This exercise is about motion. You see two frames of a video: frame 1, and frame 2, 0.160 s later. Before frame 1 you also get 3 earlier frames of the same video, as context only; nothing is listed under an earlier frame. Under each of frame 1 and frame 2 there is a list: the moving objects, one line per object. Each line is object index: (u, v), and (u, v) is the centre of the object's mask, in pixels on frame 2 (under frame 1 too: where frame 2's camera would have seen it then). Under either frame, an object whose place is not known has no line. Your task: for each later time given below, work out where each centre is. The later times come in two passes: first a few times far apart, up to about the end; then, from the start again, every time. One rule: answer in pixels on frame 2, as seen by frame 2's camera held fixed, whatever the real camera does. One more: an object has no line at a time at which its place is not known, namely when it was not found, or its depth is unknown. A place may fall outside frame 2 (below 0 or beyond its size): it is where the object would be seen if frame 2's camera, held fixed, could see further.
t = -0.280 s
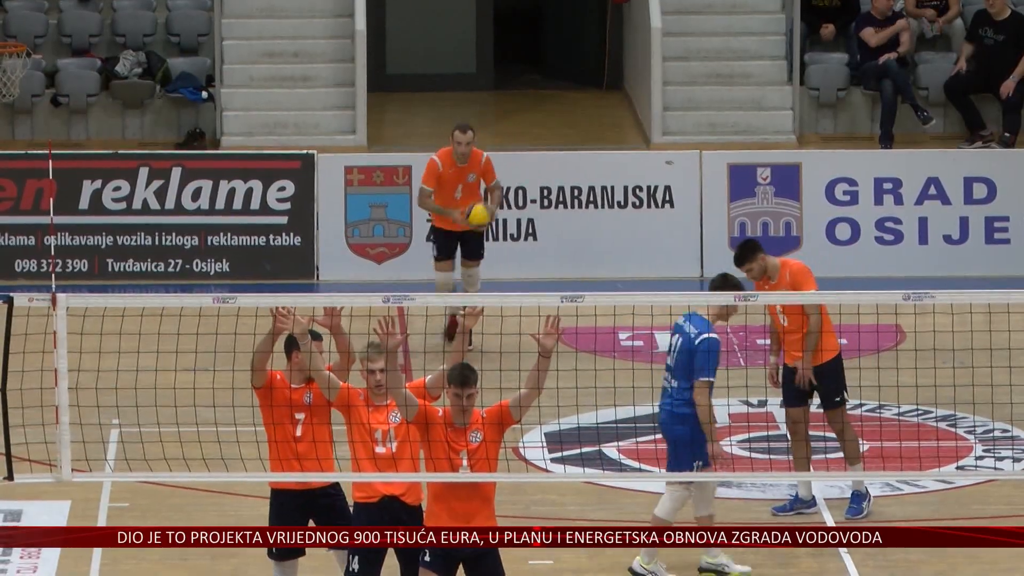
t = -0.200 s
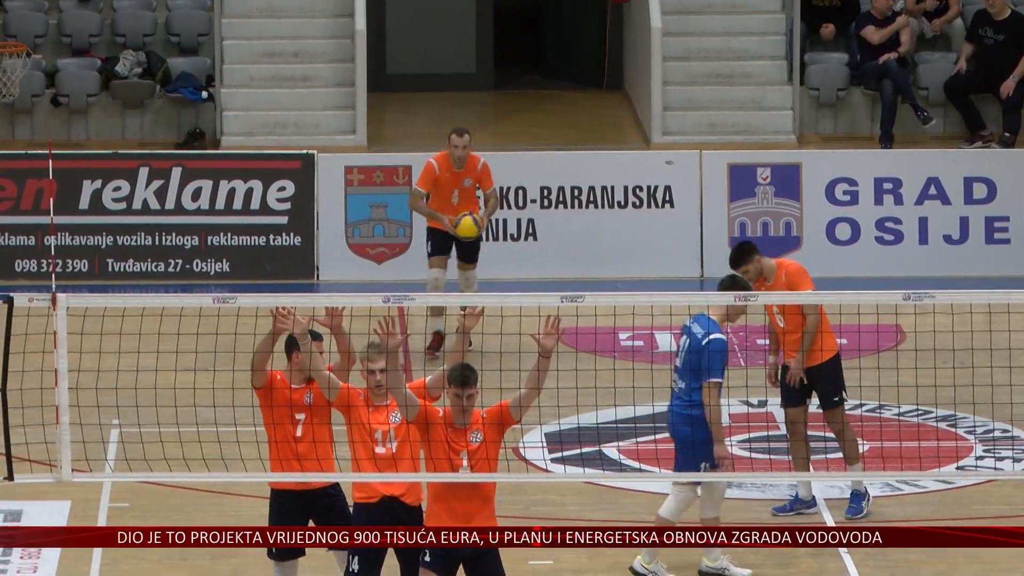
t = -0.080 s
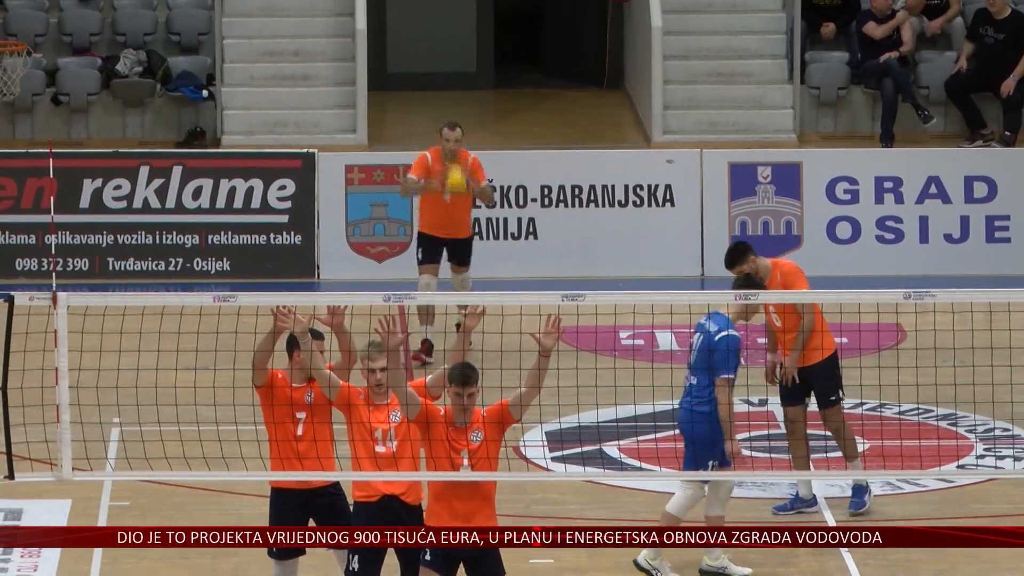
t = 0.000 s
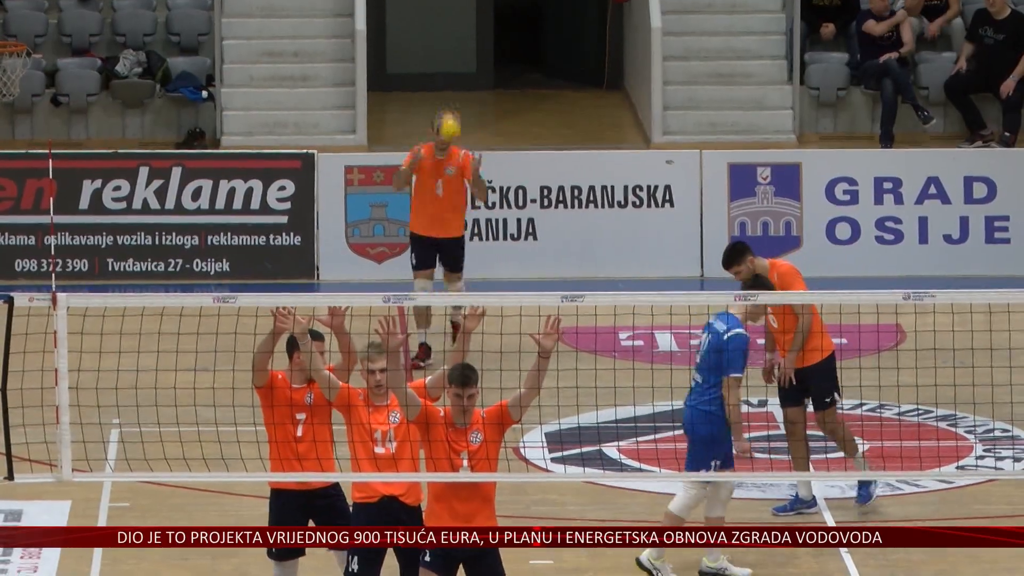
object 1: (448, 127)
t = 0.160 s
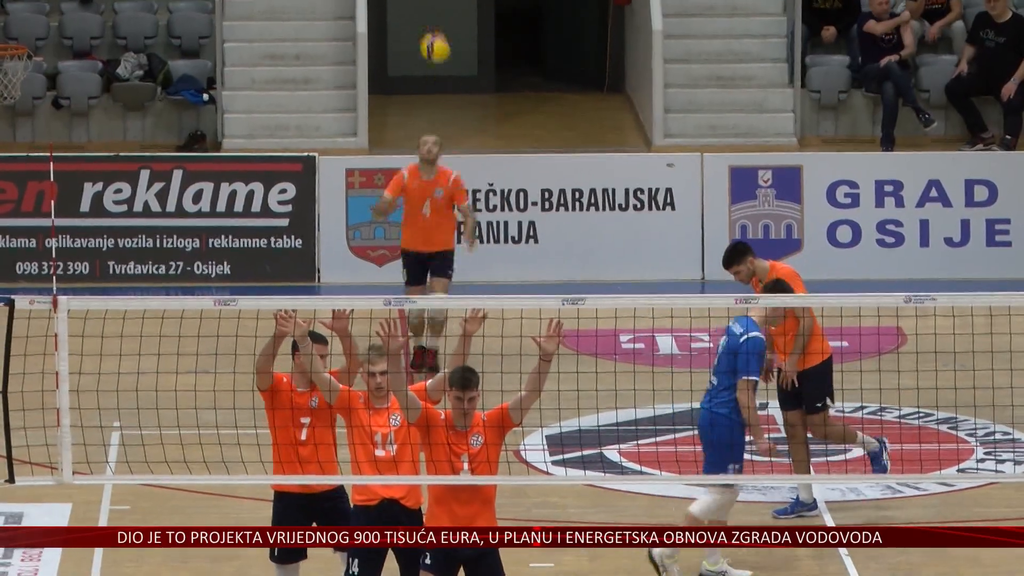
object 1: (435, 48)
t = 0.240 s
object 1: (427, 20)
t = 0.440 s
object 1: (409, -9)
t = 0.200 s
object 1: (431, 33)
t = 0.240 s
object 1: (427, 20)
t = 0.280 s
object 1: (424, 10)
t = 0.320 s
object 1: (420, 3)
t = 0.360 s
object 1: (416, -3)
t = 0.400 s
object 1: (412, -7)
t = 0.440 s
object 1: (409, -9)
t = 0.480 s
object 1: (405, -10)
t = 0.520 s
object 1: (402, -9)
